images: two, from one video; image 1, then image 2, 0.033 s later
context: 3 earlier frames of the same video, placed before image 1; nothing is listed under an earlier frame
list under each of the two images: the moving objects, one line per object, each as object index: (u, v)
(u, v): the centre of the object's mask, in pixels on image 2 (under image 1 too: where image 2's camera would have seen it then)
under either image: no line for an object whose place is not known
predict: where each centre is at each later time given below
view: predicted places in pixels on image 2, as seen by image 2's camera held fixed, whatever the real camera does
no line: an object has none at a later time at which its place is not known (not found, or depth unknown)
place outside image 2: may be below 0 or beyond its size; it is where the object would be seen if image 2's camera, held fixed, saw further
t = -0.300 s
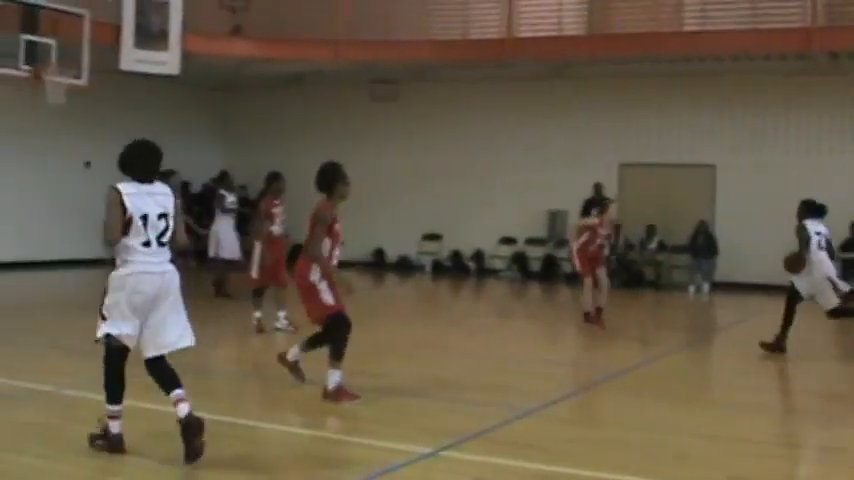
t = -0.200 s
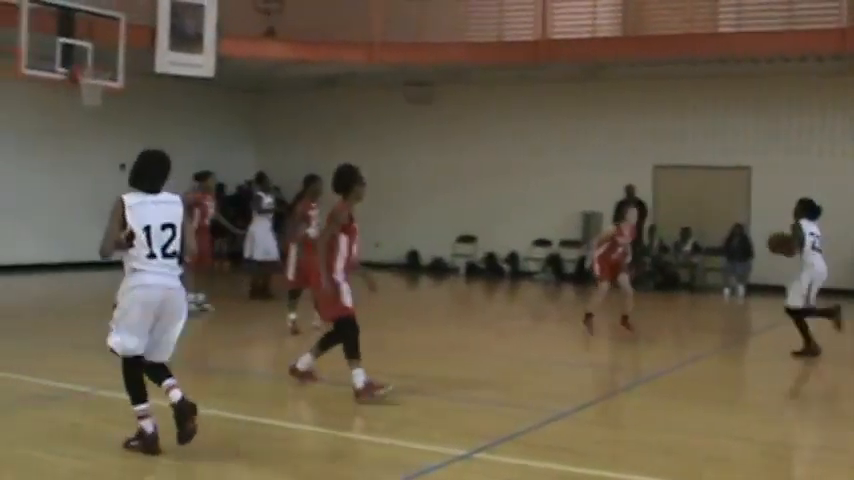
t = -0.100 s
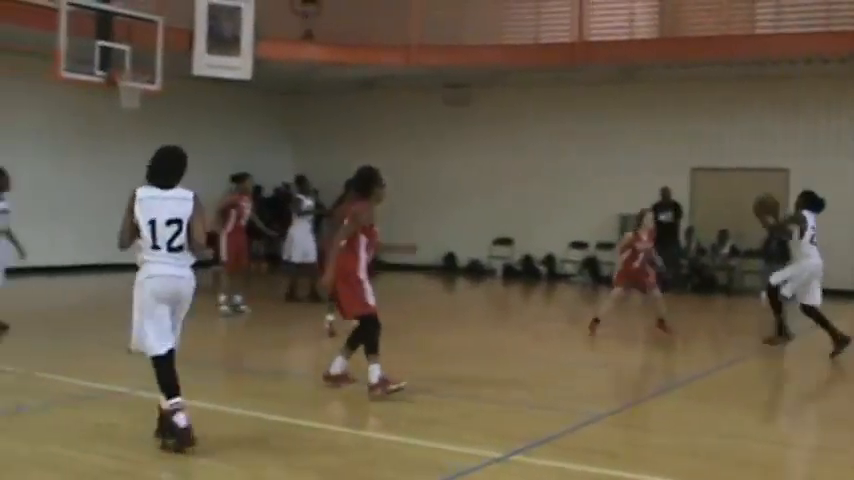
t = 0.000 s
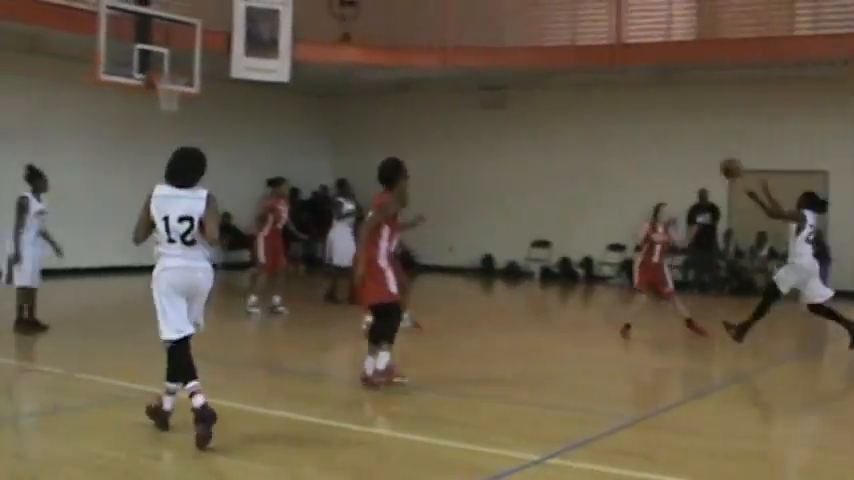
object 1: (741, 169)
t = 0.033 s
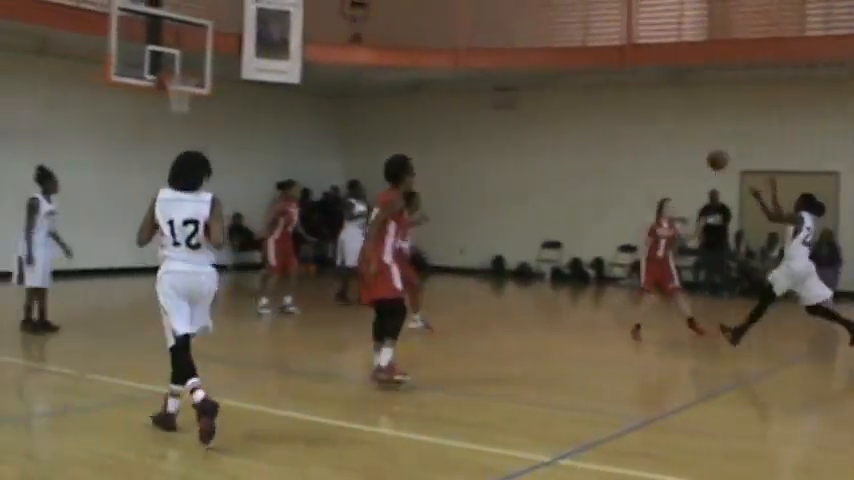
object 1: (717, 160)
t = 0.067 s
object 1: (694, 151)
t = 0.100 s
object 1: (673, 145)
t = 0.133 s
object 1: (651, 139)
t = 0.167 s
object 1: (630, 136)
